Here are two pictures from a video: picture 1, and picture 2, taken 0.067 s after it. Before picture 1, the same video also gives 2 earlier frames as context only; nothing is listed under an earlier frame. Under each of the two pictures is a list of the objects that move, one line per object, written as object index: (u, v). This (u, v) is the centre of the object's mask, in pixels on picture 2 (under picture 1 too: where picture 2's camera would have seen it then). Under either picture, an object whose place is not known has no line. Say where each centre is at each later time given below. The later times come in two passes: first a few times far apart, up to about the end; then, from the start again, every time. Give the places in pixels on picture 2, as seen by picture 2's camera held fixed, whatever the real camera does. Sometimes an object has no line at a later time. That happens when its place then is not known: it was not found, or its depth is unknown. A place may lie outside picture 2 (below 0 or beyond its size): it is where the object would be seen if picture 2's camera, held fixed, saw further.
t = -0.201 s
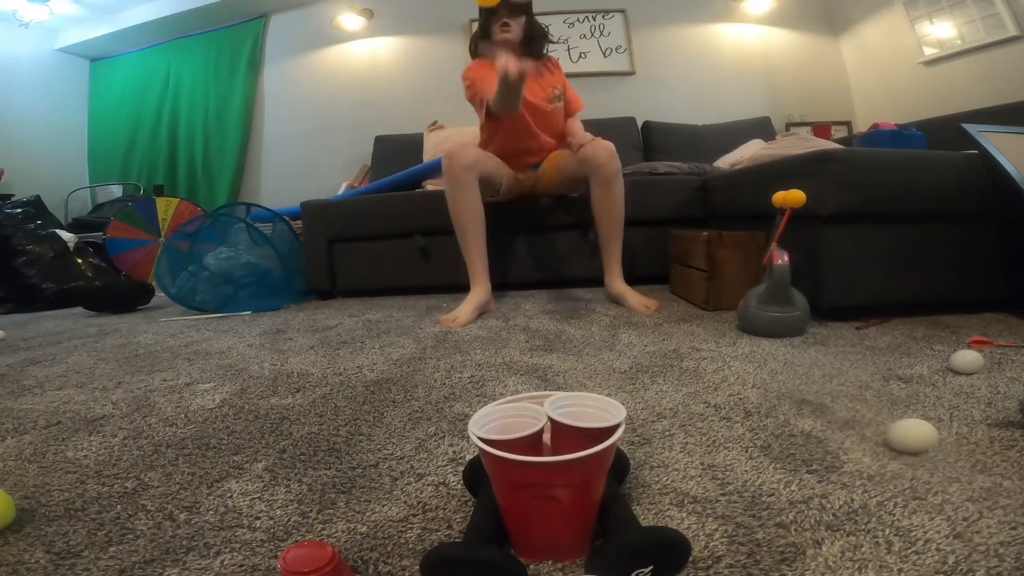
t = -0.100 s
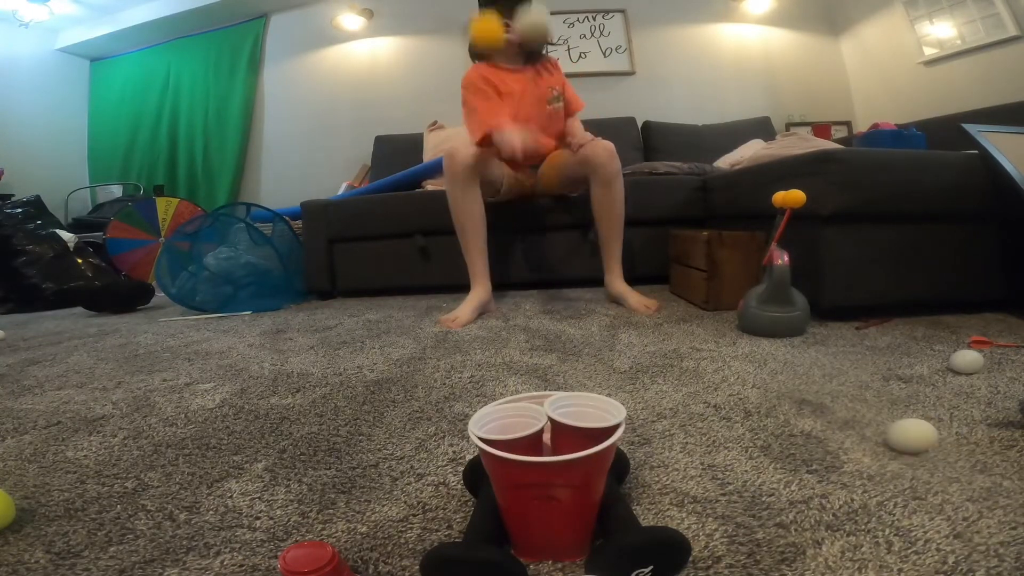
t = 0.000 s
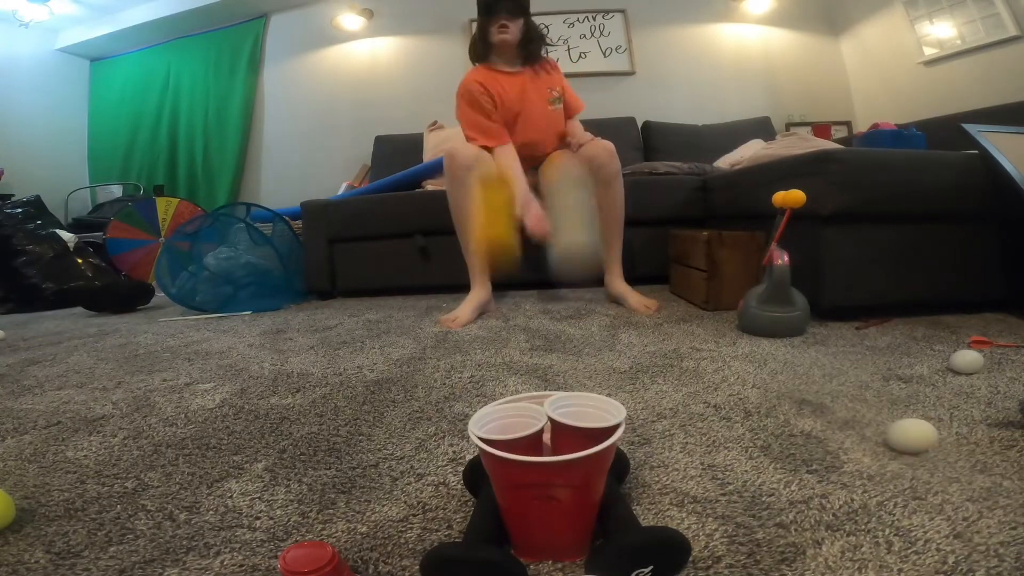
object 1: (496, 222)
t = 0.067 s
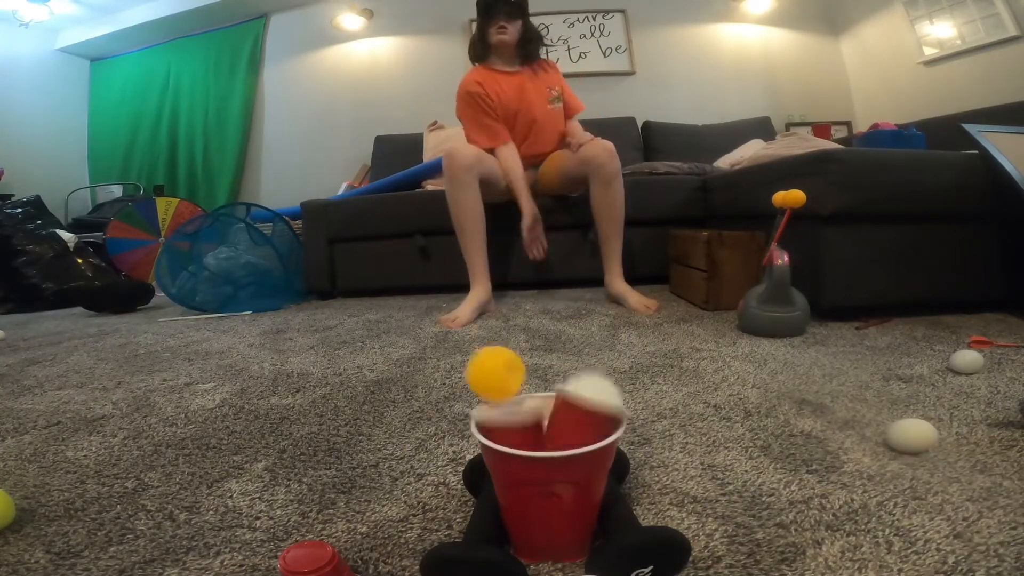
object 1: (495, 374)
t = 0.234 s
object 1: (483, 424)
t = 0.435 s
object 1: (513, 567)
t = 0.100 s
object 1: (489, 375)
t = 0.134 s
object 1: (485, 381)
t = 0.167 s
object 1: (482, 398)
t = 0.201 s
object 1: (482, 409)
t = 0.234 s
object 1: (483, 424)
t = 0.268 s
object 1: (486, 430)
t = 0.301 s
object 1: (491, 441)
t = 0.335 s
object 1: (496, 464)
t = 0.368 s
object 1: (502, 499)
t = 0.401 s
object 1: (508, 540)
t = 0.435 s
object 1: (513, 567)
